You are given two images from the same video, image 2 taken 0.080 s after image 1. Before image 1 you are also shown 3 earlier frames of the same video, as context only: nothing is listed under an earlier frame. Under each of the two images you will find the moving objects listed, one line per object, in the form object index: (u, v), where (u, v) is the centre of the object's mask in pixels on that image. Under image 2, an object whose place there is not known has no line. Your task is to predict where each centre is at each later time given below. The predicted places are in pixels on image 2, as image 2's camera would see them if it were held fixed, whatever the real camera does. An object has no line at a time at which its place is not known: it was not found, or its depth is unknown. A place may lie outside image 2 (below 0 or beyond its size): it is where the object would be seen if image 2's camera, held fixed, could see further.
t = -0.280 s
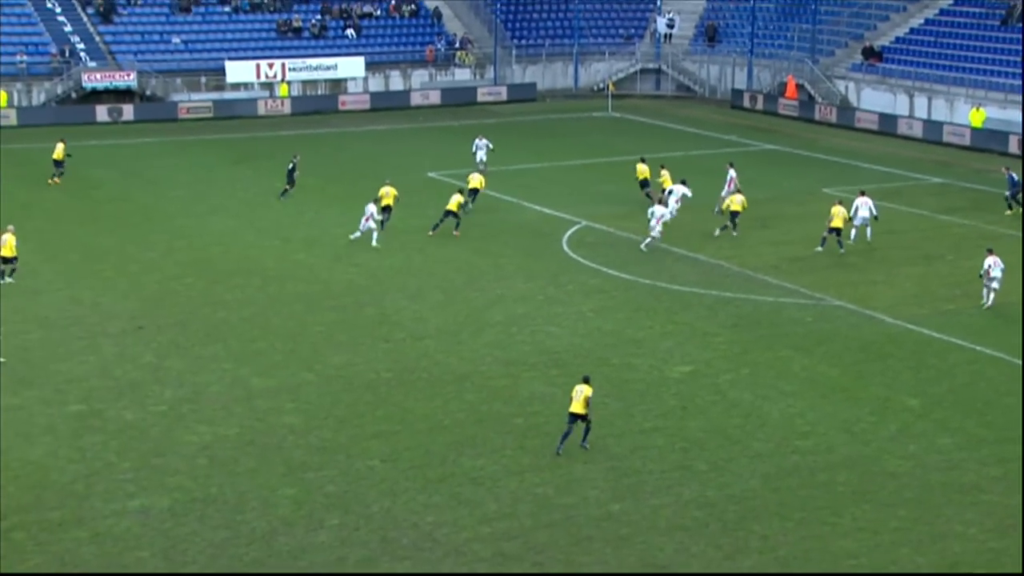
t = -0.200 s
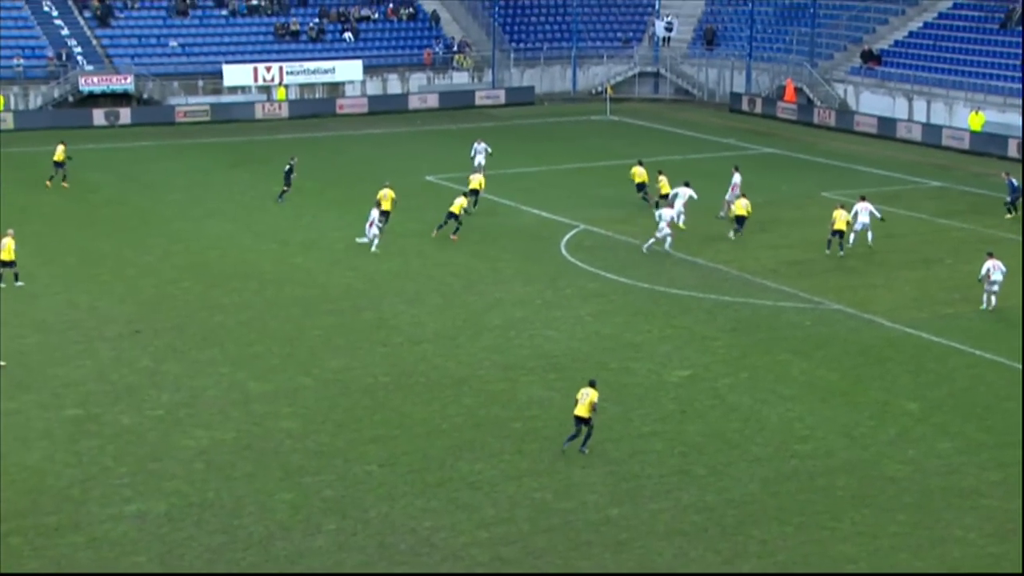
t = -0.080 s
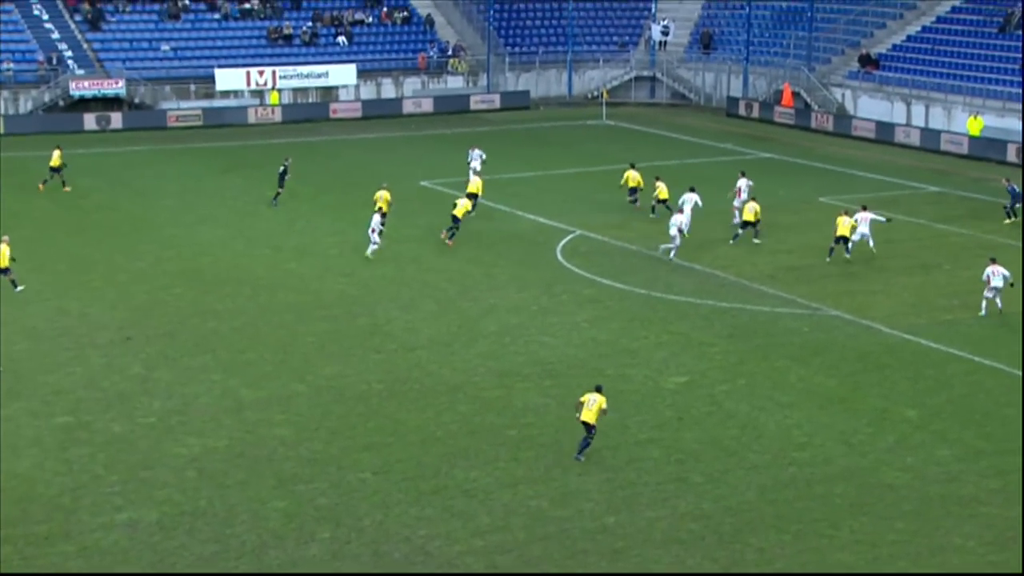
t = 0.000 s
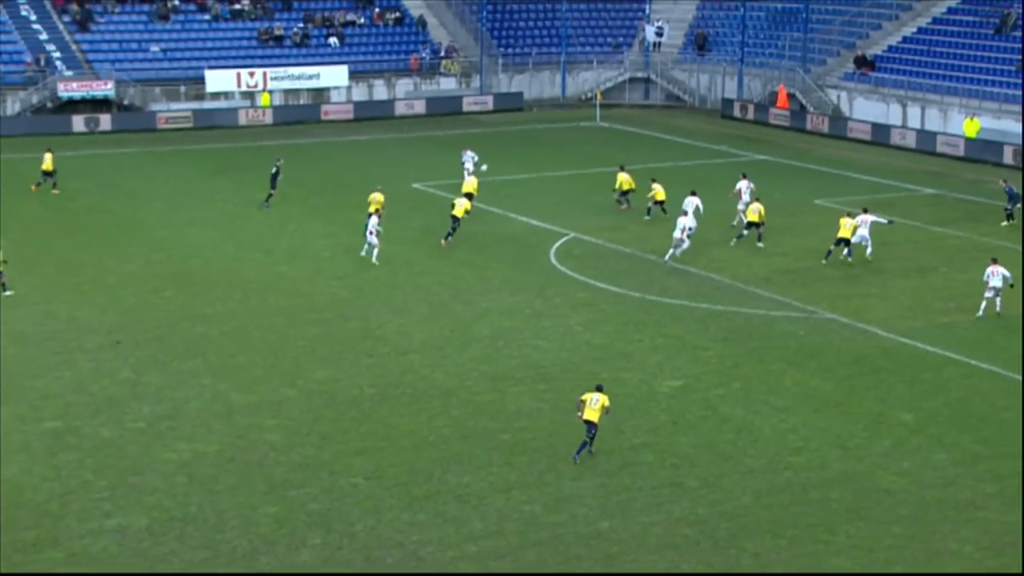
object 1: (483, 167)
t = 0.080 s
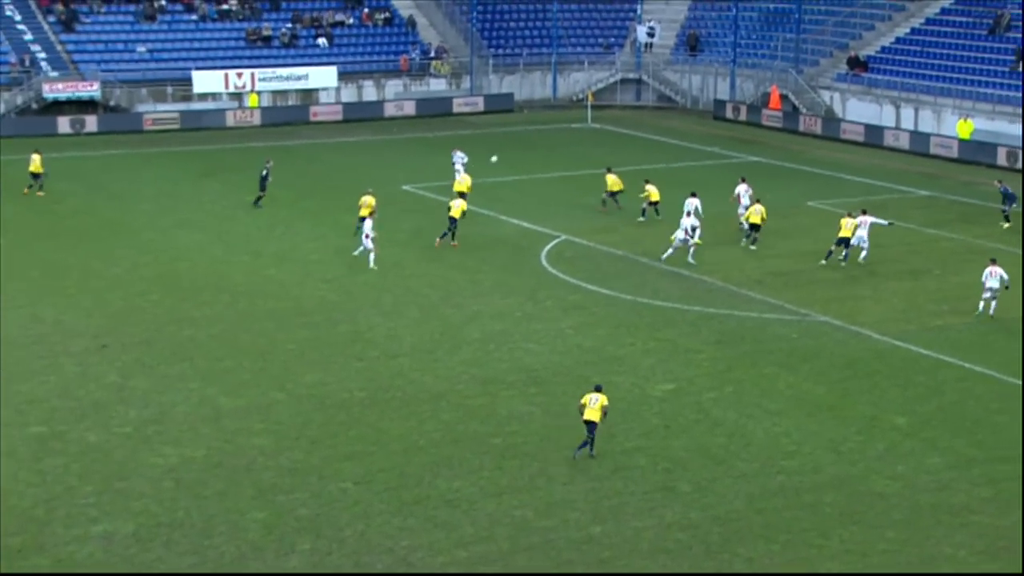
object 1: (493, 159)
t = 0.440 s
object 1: (588, 131)
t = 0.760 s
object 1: (683, 136)
